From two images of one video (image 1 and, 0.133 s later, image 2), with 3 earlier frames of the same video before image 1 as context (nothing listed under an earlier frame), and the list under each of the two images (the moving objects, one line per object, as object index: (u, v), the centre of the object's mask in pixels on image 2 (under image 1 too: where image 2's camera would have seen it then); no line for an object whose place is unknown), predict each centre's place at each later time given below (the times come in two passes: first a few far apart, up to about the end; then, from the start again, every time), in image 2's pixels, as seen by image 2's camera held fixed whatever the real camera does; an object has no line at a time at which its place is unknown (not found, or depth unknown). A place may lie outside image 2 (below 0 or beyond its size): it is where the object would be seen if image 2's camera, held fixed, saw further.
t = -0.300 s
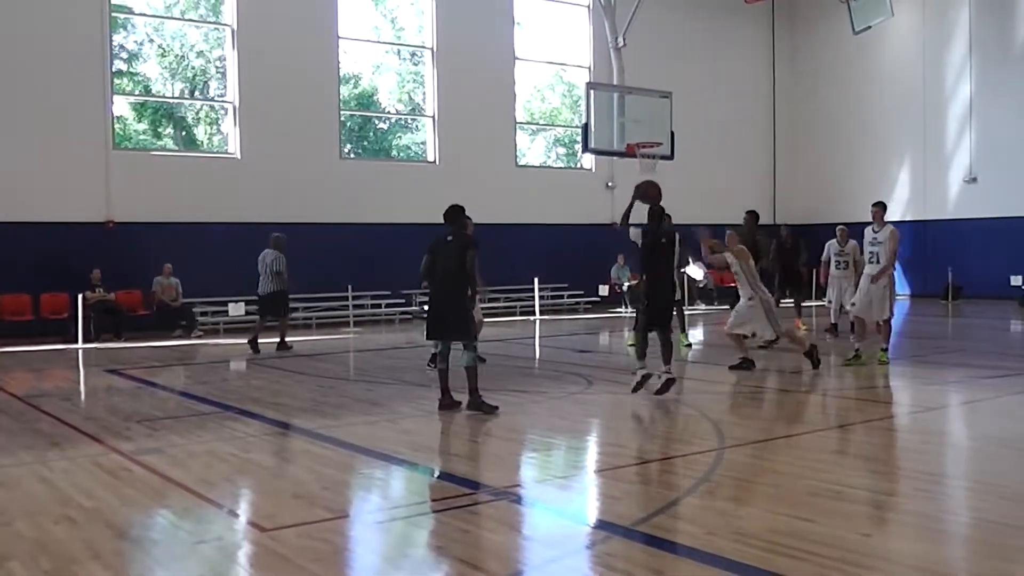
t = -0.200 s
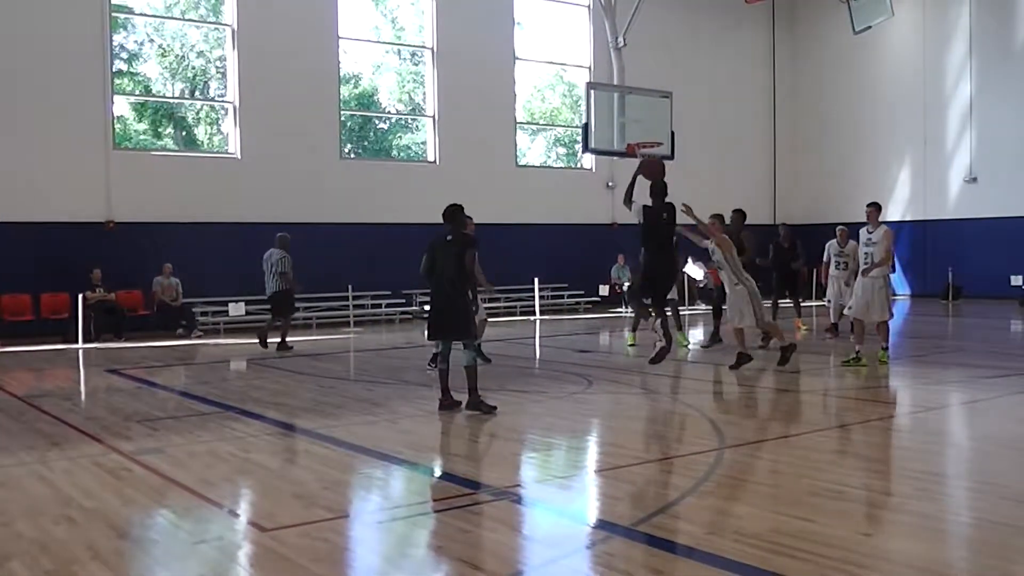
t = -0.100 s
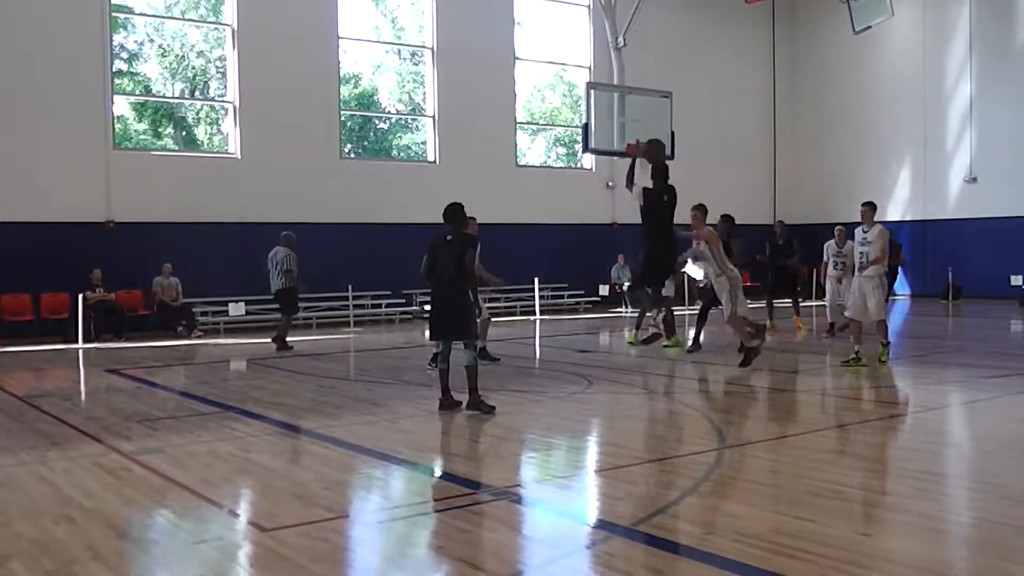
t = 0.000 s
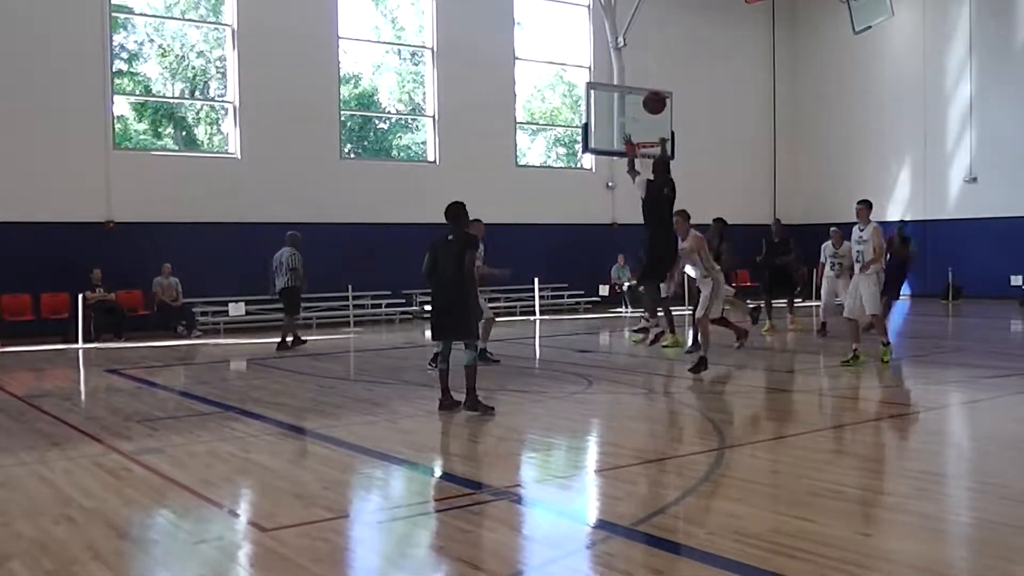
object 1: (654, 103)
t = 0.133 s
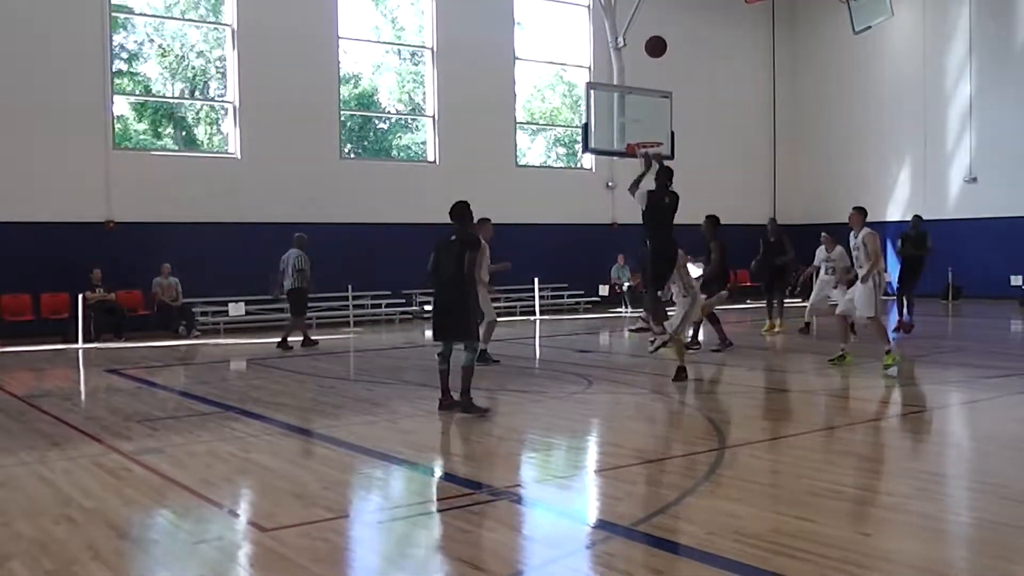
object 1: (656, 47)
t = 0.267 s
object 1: (657, 13)
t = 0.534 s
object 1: (659, 3)
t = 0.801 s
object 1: (662, 32)
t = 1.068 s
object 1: (665, 108)
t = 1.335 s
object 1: (715, 131)
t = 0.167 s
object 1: (656, 36)
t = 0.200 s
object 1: (656, 27)
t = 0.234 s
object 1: (656, 19)
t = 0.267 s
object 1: (657, 13)
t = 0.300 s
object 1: (657, 8)
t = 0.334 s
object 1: (657, 6)
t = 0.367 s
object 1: (658, 4)
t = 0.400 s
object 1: (658, 3)
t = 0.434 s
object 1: (658, 2)
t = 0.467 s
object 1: (658, 2)
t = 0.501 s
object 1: (659, 2)
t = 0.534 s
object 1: (659, 3)
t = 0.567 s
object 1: (659, 3)
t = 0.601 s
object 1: (660, 5)
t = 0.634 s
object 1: (660, 6)
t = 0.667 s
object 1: (660, 8)
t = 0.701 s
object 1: (661, 13)
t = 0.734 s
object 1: (661, 19)
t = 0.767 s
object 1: (661, 25)
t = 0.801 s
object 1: (662, 32)
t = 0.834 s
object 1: (662, 40)
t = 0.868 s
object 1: (663, 48)
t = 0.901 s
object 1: (663, 57)
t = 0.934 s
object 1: (663, 66)
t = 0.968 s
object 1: (664, 76)
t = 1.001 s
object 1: (664, 86)
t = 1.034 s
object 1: (665, 96)
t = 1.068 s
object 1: (665, 108)
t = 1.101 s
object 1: (665, 120)
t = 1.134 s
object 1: (666, 132)
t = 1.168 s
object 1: (669, 137)
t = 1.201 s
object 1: (678, 135)
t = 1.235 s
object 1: (688, 133)
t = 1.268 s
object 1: (697, 132)
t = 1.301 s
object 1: (706, 131)
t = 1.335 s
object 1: (715, 131)
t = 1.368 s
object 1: (725, 132)
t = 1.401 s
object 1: (734, 133)
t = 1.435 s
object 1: (743, 136)
